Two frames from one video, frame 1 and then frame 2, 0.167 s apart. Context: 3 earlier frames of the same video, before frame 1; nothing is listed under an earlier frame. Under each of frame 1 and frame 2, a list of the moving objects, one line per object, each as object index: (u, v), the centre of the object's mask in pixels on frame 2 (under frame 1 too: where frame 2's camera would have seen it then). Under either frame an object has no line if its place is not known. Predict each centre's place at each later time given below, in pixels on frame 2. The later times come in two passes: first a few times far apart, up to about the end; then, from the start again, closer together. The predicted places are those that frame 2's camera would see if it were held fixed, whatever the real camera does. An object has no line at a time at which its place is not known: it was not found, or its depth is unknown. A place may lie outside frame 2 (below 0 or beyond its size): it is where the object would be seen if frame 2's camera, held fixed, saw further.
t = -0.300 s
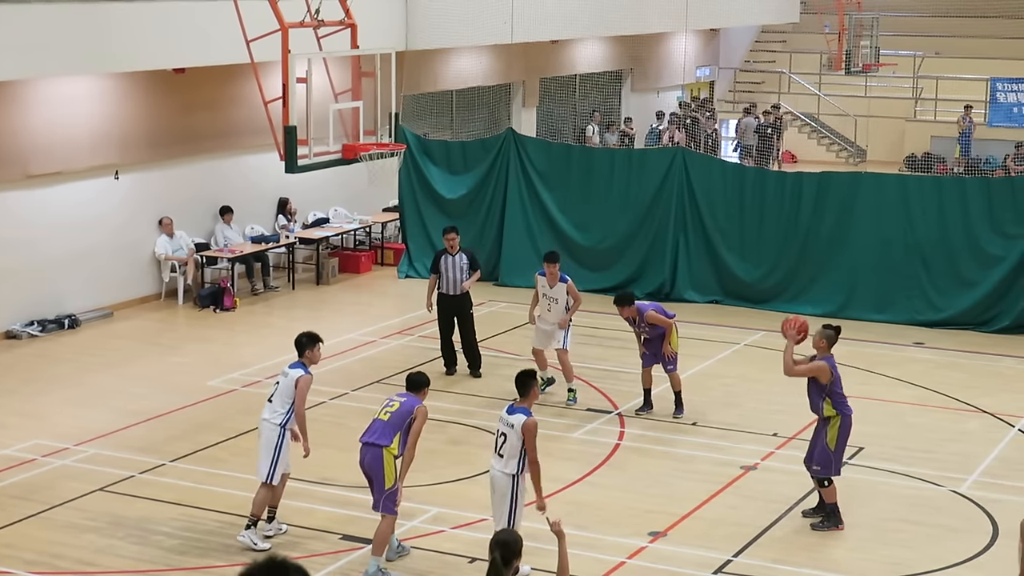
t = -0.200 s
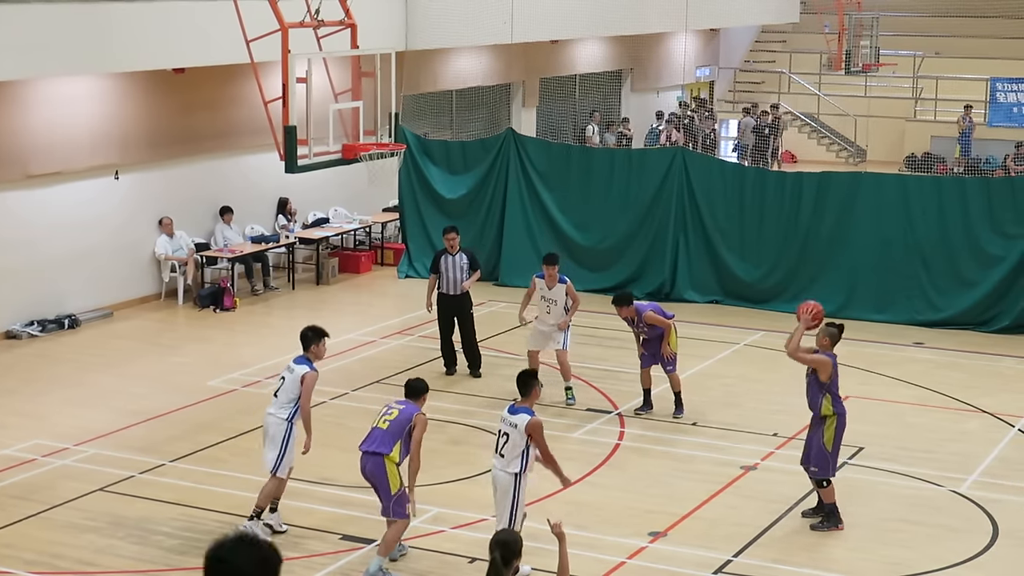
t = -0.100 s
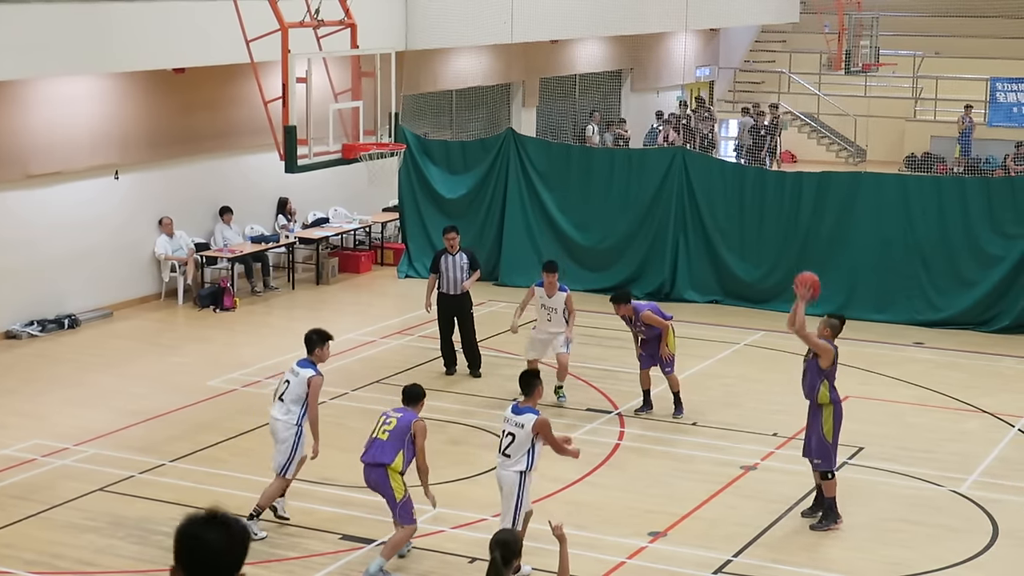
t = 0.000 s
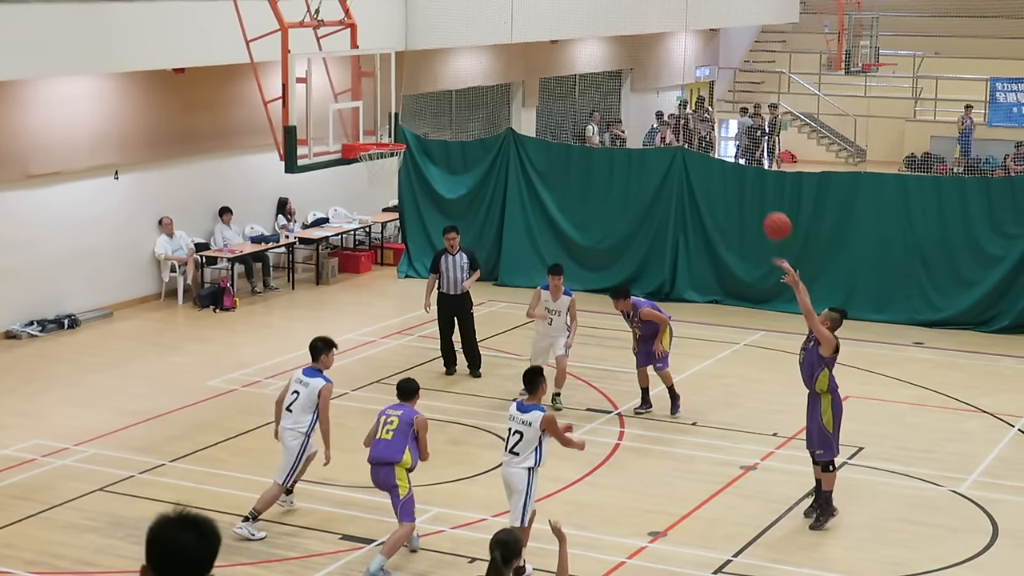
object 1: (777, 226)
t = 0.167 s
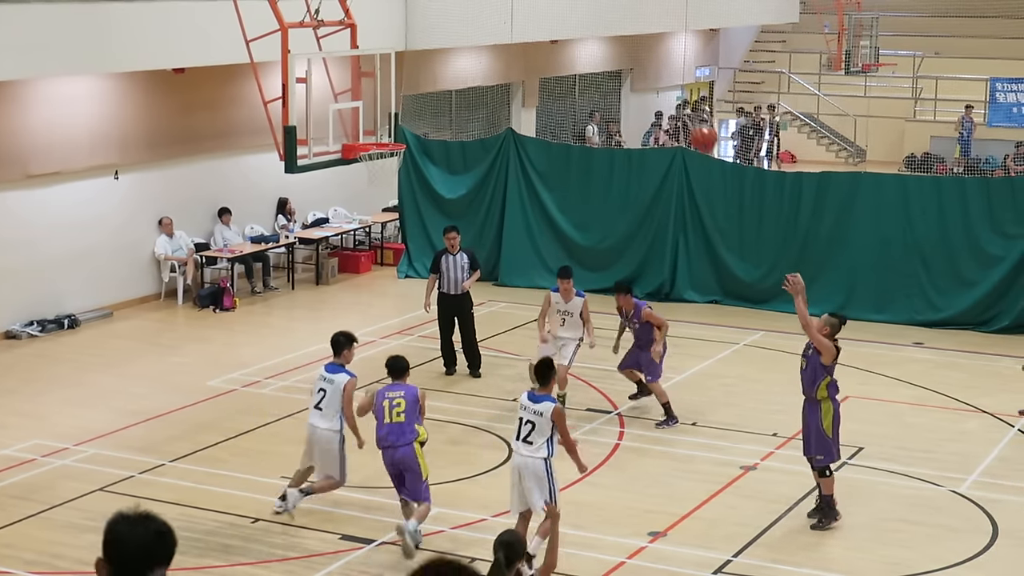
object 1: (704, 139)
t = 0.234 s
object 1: (676, 113)
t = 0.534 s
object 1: (549, 54)
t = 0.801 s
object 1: (444, 85)
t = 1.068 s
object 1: (368, 137)
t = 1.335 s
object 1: (409, 133)
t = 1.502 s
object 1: (434, 164)
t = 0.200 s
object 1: (691, 125)
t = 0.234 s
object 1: (676, 113)
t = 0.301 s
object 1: (646, 90)
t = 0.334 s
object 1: (633, 82)
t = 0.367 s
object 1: (619, 74)
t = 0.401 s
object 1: (604, 67)
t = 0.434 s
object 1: (590, 62)
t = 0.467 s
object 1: (576, 58)
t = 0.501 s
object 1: (563, 56)
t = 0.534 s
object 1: (549, 54)
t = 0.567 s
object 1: (536, 55)
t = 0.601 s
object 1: (523, 55)
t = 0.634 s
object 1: (509, 59)
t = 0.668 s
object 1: (496, 61)
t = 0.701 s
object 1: (483, 65)
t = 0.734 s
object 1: (470, 70)
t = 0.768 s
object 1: (457, 77)
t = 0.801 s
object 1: (444, 85)
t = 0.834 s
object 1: (431, 93)
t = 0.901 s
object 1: (407, 114)
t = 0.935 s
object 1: (394, 126)
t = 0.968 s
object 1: (383, 138)
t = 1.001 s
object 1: (377, 138)
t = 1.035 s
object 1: (370, 138)
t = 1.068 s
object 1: (368, 137)
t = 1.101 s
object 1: (374, 134)
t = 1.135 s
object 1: (378, 131)
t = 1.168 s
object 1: (383, 129)
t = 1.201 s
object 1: (389, 127)
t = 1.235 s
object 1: (394, 127)
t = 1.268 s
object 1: (399, 128)
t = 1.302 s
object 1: (404, 130)
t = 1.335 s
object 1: (409, 133)
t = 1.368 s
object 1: (414, 137)
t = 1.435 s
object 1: (424, 148)
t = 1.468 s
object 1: (429, 156)
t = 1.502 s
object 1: (434, 164)
